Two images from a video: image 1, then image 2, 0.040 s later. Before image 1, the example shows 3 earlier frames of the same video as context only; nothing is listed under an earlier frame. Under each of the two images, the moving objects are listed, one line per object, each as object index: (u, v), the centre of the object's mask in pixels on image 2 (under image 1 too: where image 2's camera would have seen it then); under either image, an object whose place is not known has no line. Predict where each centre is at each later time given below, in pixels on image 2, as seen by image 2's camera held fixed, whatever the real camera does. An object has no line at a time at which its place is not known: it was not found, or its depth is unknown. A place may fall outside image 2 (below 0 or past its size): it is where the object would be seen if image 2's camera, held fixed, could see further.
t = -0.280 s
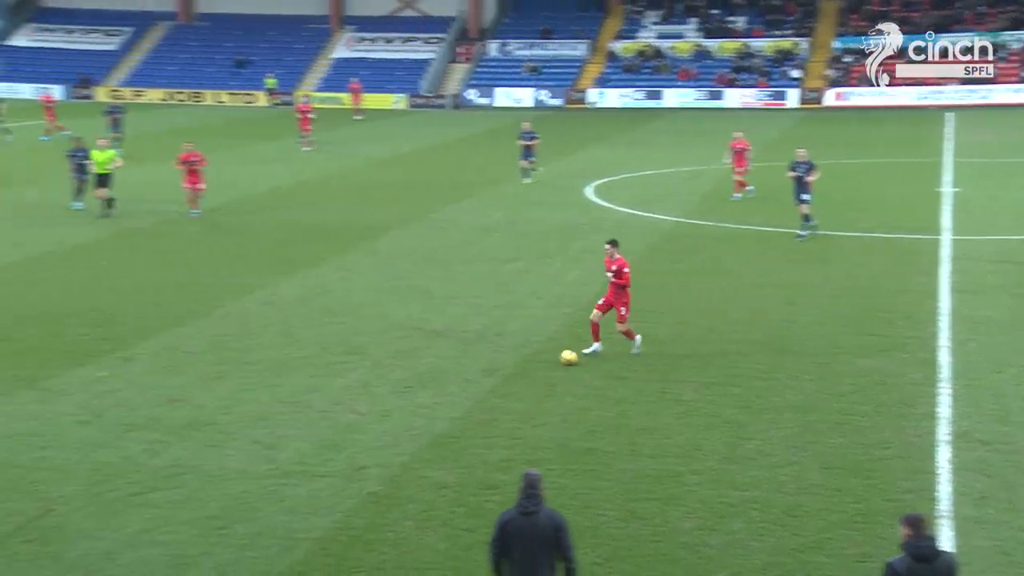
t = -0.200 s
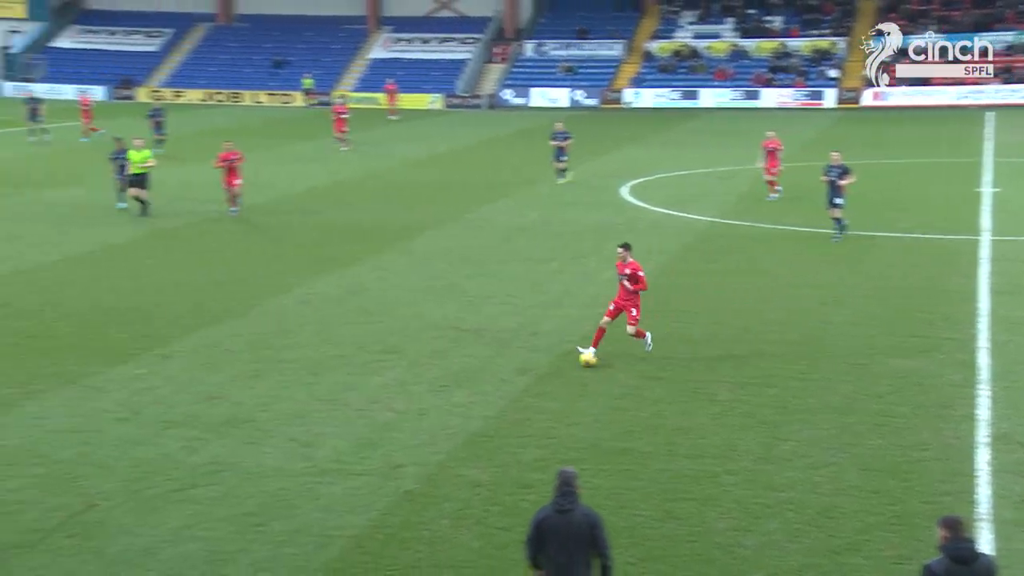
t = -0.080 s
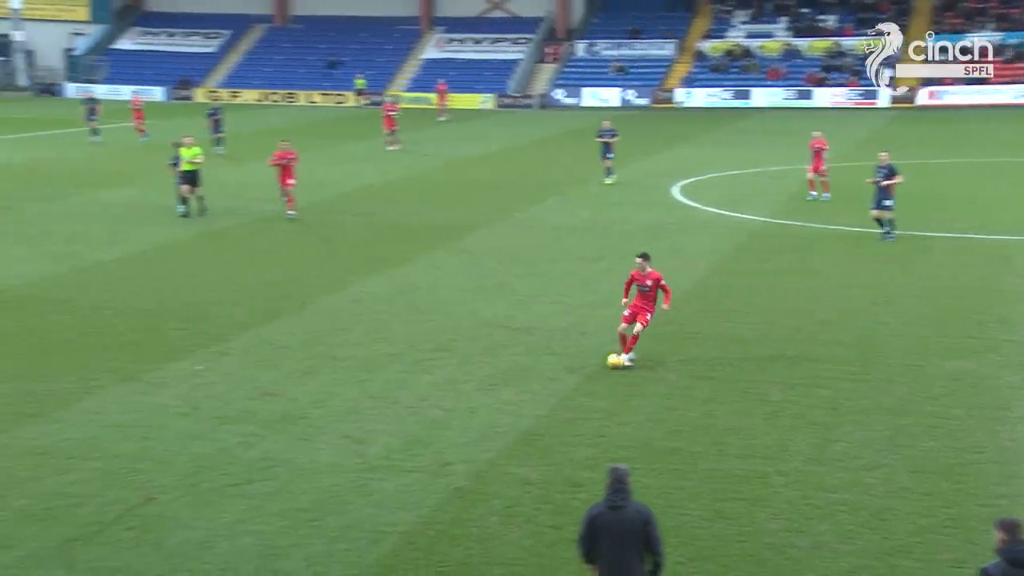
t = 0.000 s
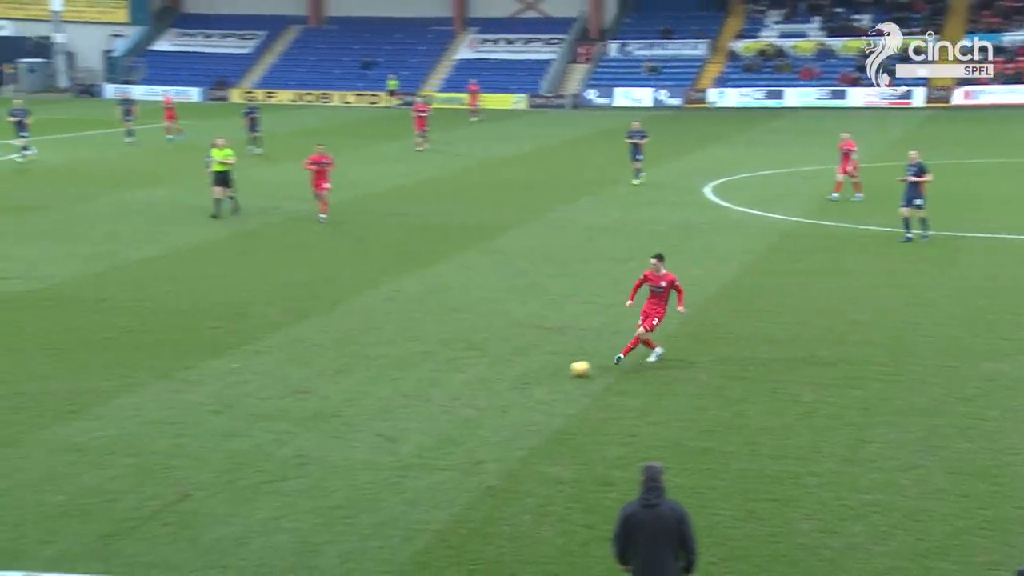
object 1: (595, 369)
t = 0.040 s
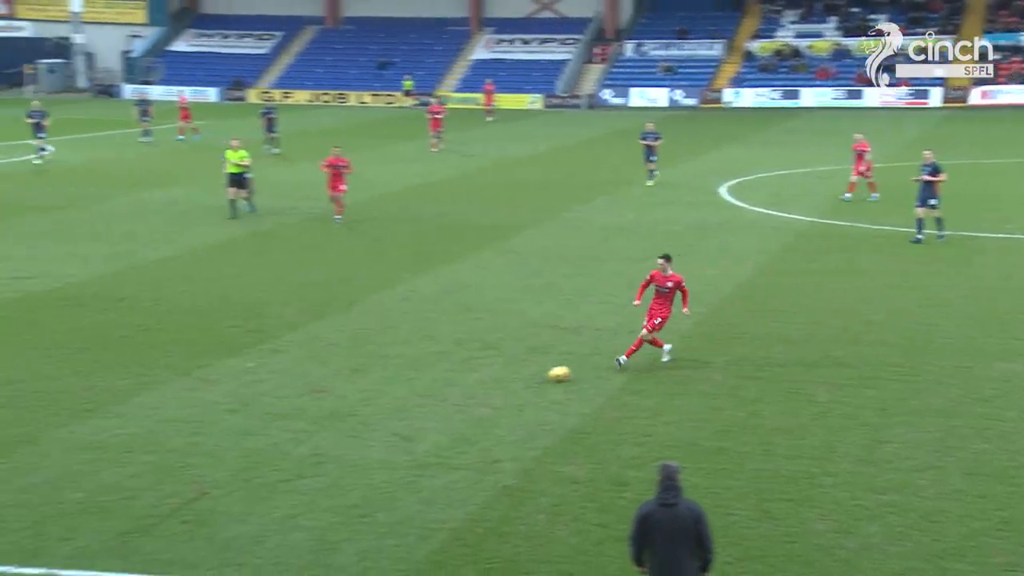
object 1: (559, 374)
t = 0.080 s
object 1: (523, 379)
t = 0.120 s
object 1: (487, 383)
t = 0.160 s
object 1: (451, 389)
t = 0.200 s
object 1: (415, 393)
